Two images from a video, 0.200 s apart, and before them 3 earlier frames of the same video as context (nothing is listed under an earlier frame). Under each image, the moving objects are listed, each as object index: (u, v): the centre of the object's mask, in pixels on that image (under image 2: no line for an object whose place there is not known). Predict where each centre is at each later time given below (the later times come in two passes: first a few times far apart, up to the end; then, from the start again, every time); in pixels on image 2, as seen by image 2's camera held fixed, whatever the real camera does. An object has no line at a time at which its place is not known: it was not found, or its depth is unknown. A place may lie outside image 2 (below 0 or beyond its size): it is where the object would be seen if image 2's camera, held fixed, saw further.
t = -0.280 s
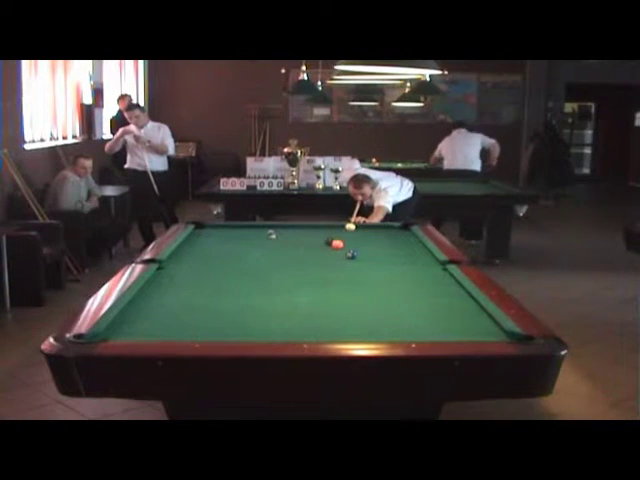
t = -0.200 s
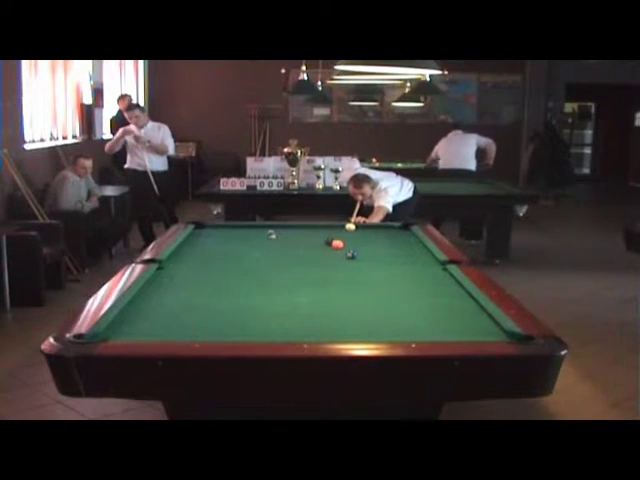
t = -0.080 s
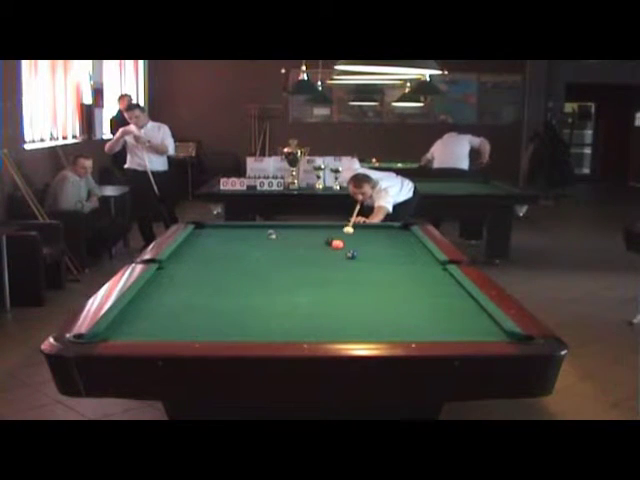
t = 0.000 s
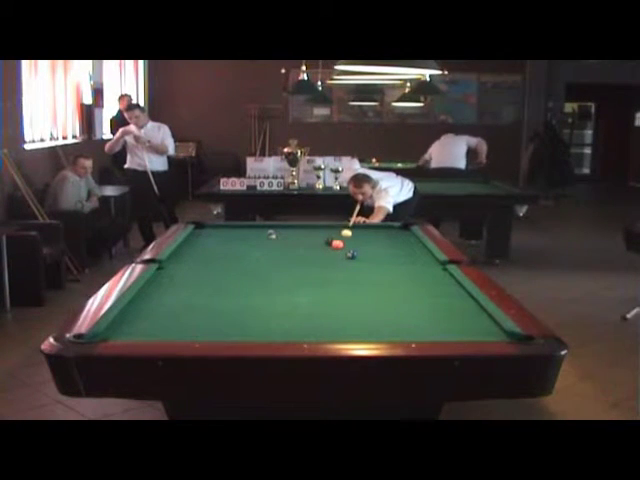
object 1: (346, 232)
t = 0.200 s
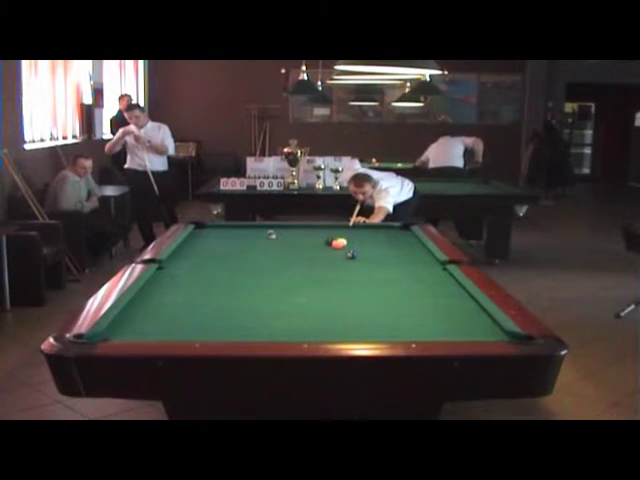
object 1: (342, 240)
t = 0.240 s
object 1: (343, 241)
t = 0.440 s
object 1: (350, 245)
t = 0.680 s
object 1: (359, 248)
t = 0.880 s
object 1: (366, 251)
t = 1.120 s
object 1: (375, 255)
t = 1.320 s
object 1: (382, 258)
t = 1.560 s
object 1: (391, 260)
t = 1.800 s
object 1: (399, 263)
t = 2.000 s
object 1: (405, 266)
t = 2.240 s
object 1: (413, 268)
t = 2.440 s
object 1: (418, 270)
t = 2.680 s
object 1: (425, 272)
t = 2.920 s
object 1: (432, 274)
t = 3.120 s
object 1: (436, 276)
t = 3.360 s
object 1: (441, 277)
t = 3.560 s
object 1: (443, 278)
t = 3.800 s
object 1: (447, 279)
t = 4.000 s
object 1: (449, 280)
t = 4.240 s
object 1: (450, 280)
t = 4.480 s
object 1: (451, 280)
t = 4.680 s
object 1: (451, 280)
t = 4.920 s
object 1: (451, 280)
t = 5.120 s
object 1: (451, 280)
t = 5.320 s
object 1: (449, 280)
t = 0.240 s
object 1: (343, 241)
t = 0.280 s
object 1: (344, 243)
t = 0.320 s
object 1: (346, 243)
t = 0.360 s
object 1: (347, 244)
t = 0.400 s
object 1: (348, 244)
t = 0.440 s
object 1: (350, 245)
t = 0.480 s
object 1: (352, 245)
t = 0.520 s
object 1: (353, 246)
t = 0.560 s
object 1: (355, 246)
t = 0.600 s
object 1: (356, 247)
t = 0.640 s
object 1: (358, 248)
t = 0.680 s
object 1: (359, 248)
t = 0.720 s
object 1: (361, 249)
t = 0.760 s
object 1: (362, 250)
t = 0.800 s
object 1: (363, 250)
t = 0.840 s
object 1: (365, 251)
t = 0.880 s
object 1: (366, 251)
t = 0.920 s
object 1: (368, 252)
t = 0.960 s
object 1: (370, 253)
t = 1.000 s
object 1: (371, 253)
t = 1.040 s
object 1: (372, 254)
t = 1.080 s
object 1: (374, 254)
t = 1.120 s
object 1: (375, 255)
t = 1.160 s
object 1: (376, 255)
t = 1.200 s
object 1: (378, 256)
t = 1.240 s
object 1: (379, 257)
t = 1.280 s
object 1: (381, 257)
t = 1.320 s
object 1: (382, 258)
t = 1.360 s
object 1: (384, 258)
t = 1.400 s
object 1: (385, 259)
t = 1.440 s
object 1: (386, 259)
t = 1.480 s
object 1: (388, 259)
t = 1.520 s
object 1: (389, 260)
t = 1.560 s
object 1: (391, 260)
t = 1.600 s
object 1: (392, 261)
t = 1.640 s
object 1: (393, 261)
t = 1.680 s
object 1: (395, 262)
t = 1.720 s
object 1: (396, 262)
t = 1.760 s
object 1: (397, 263)
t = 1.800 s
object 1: (399, 263)
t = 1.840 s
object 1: (400, 264)
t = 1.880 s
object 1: (401, 264)
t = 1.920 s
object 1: (403, 265)
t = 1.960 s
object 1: (404, 265)
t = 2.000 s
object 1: (405, 266)
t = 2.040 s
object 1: (407, 266)
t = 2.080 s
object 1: (408, 267)
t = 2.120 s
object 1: (409, 267)
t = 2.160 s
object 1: (410, 268)
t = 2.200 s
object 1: (412, 268)
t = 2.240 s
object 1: (413, 268)
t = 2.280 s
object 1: (414, 269)
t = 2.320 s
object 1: (415, 269)
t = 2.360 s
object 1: (416, 269)
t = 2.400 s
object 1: (417, 270)
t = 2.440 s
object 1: (418, 270)
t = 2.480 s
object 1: (419, 271)
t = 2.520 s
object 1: (421, 271)
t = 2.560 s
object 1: (422, 271)
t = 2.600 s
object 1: (423, 272)
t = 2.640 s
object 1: (424, 272)
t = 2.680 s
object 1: (425, 272)
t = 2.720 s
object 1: (426, 273)
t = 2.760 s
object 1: (428, 273)
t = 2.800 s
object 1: (429, 274)
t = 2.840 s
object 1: (430, 274)
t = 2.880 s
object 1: (431, 274)
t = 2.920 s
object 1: (432, 274)
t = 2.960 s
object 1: (433, 275)
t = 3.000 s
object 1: (434, 275)
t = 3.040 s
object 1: (434, 276)
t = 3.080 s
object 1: (436, 276)
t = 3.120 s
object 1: (436, 276)
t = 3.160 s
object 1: (437, 276)
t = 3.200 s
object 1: (438, 277)
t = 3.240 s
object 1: (439, 276)
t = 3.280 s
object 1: (440, 276)
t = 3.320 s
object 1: (441, 277)
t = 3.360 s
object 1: (441, 277)
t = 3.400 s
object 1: (442, 277)
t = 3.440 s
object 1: (442, 277)
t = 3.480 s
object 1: (442, 277)
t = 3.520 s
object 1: (443, 278)
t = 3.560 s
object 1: (443, 278)
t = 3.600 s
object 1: (444, 278)
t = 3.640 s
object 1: (445, 279)
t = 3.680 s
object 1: (446, 278)
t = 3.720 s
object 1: (446, 278)
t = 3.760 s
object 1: (446, 279)
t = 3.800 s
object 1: (447, 279)
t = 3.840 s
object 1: (447, 279)
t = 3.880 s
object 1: (448, 279)
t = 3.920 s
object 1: (448, 279)
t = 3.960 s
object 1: (448, 280)
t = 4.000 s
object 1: (449, 280)
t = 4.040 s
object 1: (449, 280)
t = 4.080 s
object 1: (449, 279)
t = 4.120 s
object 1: (450, 279)
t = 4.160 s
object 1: (450, 279)
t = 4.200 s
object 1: (450, 280)
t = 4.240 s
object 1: (450, 280)
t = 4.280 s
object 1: (450, 280)
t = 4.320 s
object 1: (451, 280)
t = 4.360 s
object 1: (450, 280)
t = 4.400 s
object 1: (451, 280)
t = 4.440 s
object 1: (451, 280)
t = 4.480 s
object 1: (451, 280)
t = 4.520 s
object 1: (450, 280)
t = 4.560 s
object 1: (450, 280)
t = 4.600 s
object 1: (450, 280)
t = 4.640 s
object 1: (451, 280)
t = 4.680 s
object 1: (451, 280)
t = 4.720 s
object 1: (451, 280)
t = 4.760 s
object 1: (451, 280)
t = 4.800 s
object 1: (451, 280)
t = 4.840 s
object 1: (451, 280)
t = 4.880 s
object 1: (451, 280)
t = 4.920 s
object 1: (451, 280)
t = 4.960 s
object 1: (451, 280)
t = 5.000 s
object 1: (451, 280)
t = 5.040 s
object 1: (451, 280)
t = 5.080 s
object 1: (451, 280)
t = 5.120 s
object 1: (451, 280)
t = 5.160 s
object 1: (450, 279)
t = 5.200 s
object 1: (450, 279)
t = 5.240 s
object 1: (451, 280)
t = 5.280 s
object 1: (451, 280)
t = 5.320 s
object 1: (449, 280)
